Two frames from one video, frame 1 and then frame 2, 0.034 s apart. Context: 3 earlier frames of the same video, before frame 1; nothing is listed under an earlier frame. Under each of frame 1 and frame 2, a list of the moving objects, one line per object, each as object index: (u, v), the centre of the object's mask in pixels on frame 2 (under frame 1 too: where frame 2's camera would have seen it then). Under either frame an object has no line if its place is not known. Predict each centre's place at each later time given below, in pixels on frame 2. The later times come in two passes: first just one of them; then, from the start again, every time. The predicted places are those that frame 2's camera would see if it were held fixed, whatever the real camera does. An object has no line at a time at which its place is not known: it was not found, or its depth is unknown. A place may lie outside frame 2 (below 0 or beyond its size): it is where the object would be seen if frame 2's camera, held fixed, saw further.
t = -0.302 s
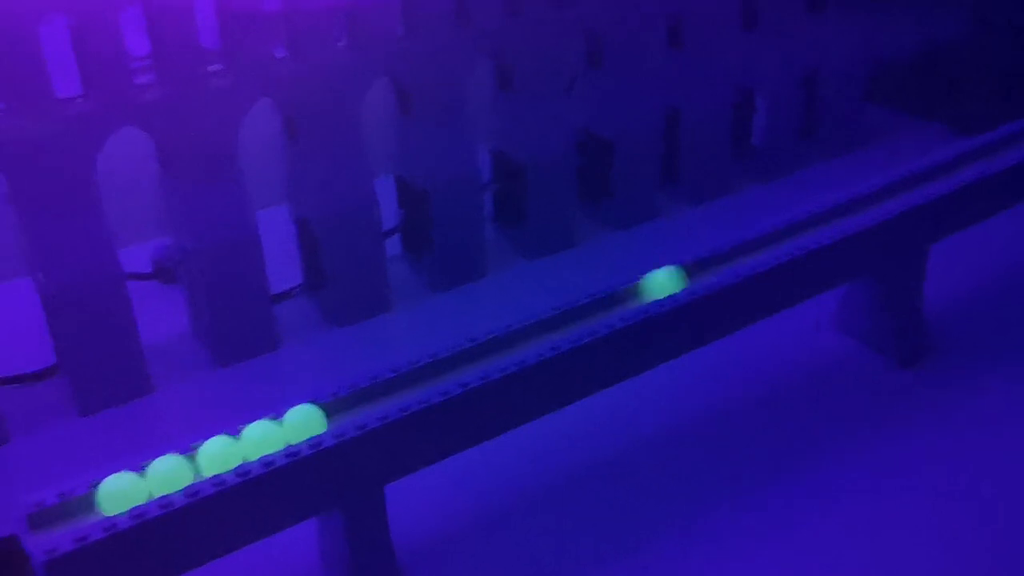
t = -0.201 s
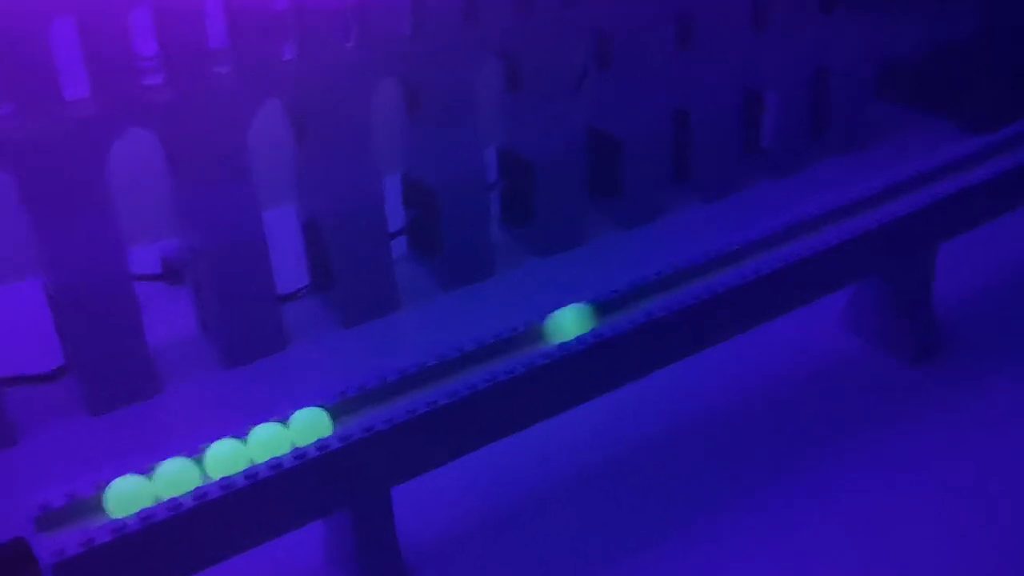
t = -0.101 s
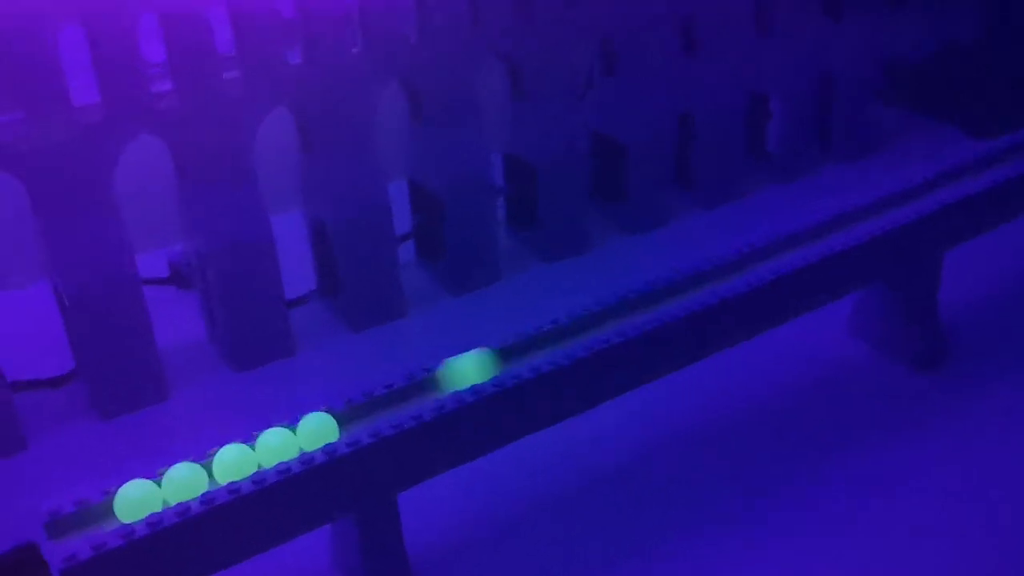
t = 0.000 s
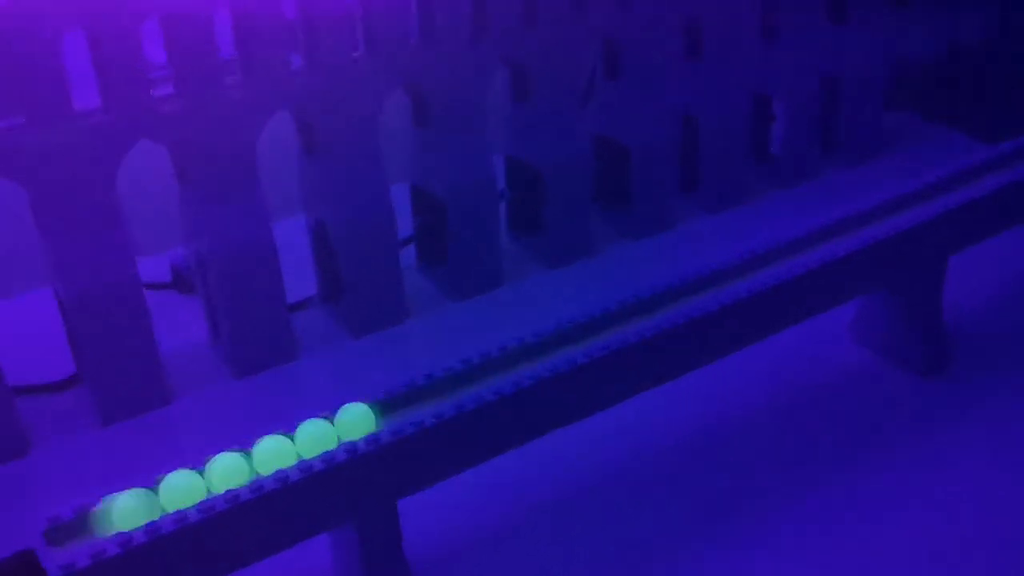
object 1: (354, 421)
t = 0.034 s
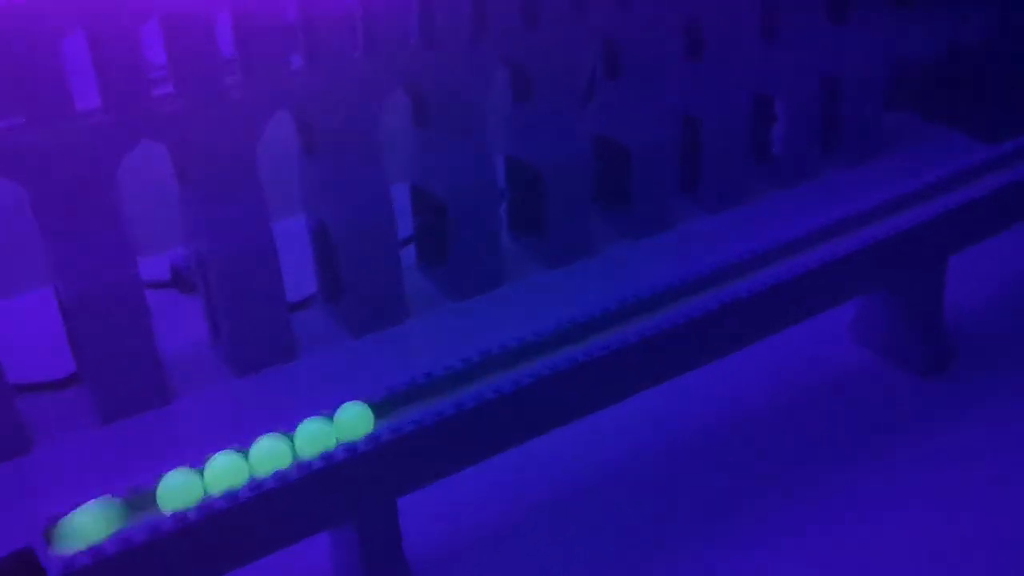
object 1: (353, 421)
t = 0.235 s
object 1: (340, 428)
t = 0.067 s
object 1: (350, 423)
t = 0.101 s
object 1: (347, 425)
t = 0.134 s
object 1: (345, 425)
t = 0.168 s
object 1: (342, 426)
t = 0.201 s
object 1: (343, 427)
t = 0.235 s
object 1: (340, 428)
